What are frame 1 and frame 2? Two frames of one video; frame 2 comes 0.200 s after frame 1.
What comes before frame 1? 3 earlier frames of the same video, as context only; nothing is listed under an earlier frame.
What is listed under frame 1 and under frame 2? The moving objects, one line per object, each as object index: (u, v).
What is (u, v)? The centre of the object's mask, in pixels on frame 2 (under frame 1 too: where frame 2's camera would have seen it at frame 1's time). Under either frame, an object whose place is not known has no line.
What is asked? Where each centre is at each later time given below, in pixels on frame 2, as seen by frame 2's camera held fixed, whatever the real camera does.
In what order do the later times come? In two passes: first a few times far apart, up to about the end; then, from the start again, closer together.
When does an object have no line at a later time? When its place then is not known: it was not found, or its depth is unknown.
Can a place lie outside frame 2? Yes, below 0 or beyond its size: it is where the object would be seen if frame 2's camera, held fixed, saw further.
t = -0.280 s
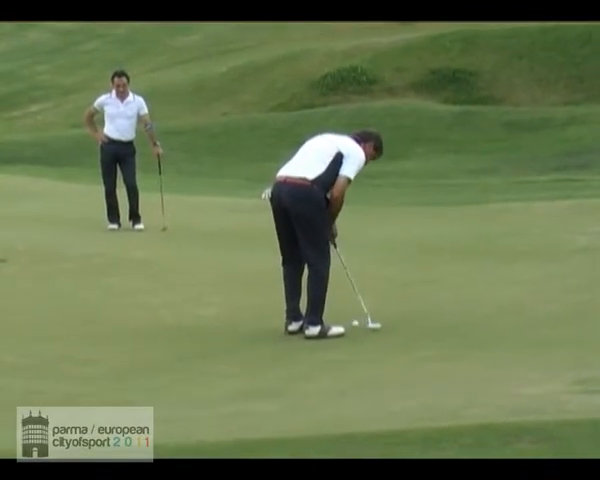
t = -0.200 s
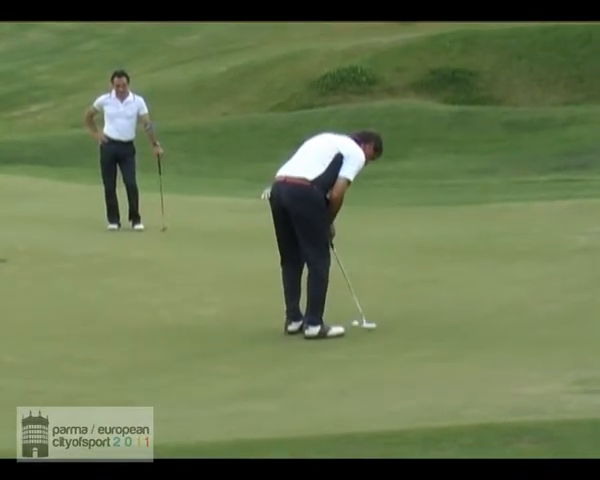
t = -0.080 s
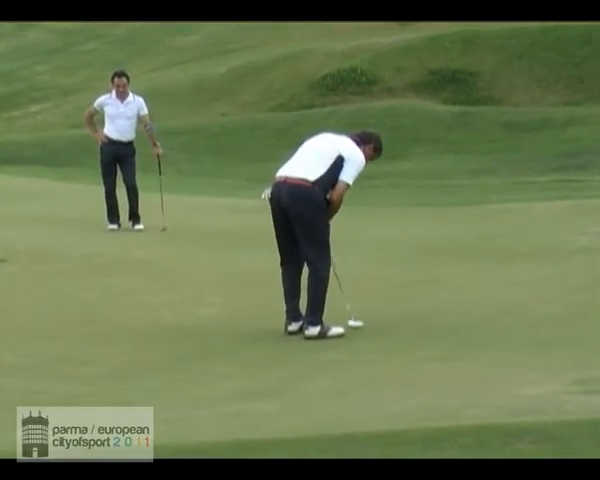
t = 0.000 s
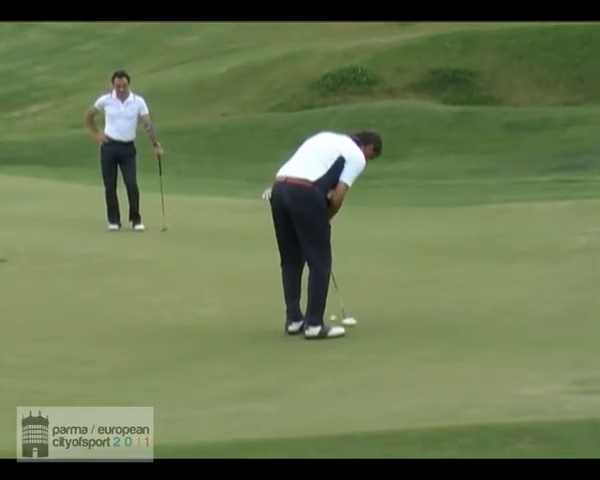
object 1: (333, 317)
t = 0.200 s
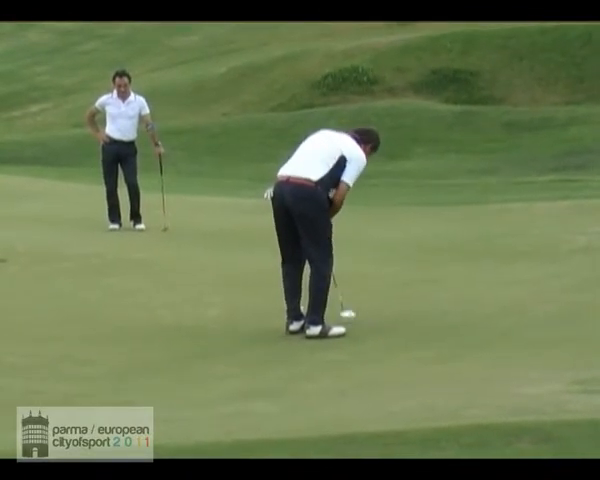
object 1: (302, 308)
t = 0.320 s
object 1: (283, 304)
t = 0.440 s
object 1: (265, 301)
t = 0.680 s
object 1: (235, 294)
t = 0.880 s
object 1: (211, 289)
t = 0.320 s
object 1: (283, 304)
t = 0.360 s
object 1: (277, 303)
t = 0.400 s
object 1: (271, 302)
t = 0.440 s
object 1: (265, 301)
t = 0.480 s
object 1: (260, 299)
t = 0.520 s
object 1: (255, 298)
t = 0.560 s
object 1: (249, 297)
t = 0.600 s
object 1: (245, 296)
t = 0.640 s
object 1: (239, 295)
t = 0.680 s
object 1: (235, 294)
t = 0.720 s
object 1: (229, 293)
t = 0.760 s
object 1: (225, 292)
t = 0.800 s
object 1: (220, 291)
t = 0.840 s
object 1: (216, 290)
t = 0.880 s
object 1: (211, 289)
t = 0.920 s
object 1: (207, 288)
